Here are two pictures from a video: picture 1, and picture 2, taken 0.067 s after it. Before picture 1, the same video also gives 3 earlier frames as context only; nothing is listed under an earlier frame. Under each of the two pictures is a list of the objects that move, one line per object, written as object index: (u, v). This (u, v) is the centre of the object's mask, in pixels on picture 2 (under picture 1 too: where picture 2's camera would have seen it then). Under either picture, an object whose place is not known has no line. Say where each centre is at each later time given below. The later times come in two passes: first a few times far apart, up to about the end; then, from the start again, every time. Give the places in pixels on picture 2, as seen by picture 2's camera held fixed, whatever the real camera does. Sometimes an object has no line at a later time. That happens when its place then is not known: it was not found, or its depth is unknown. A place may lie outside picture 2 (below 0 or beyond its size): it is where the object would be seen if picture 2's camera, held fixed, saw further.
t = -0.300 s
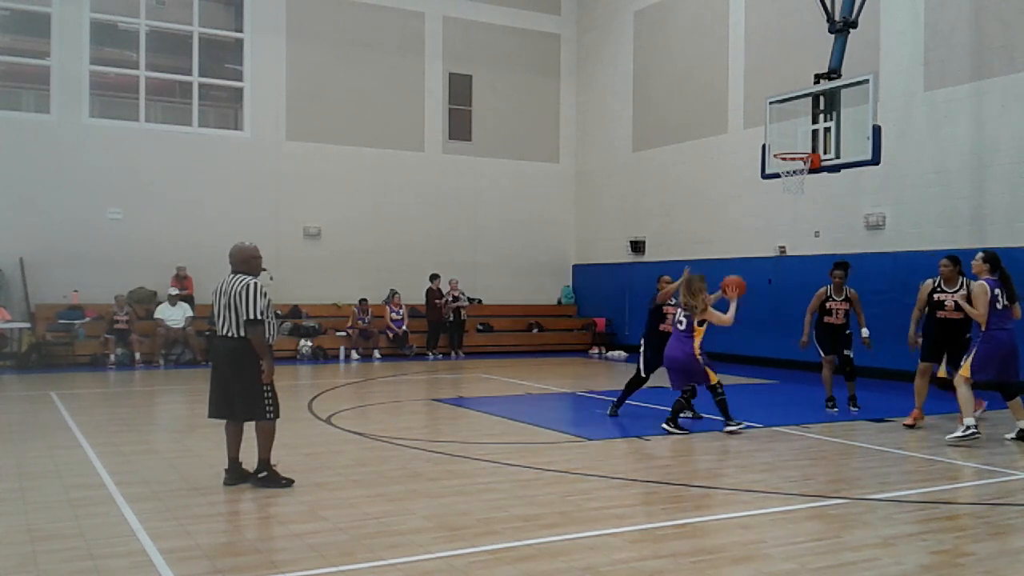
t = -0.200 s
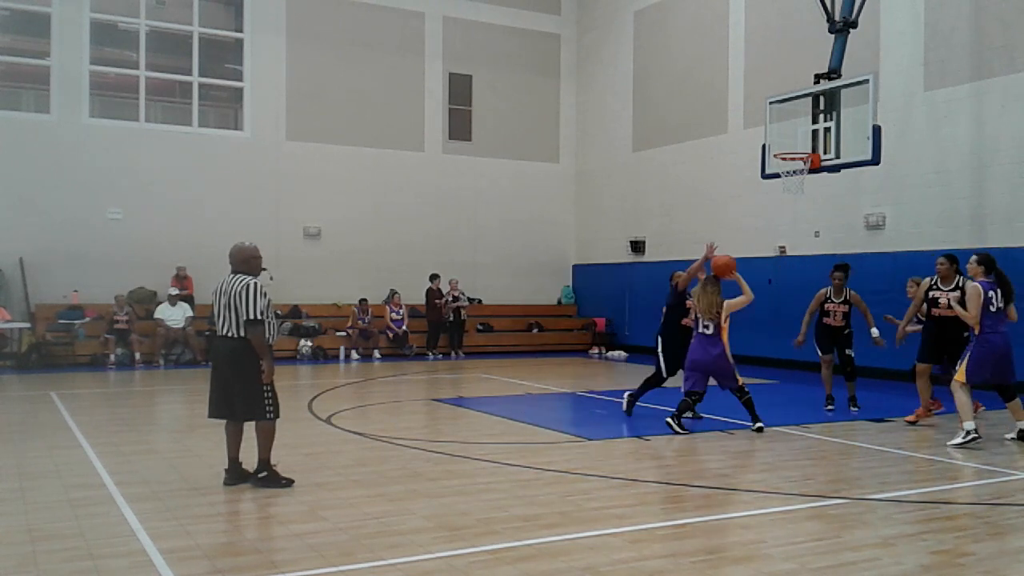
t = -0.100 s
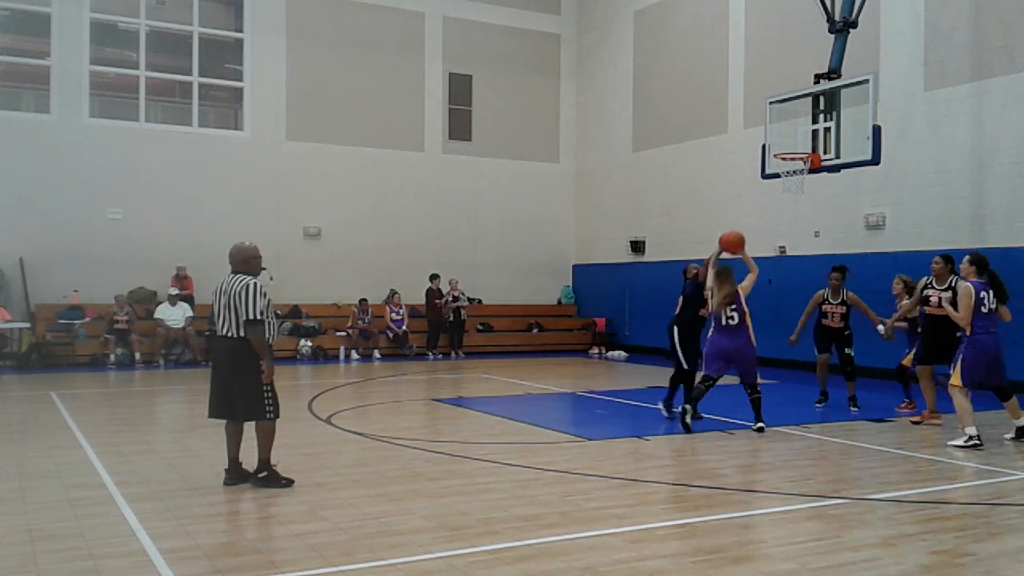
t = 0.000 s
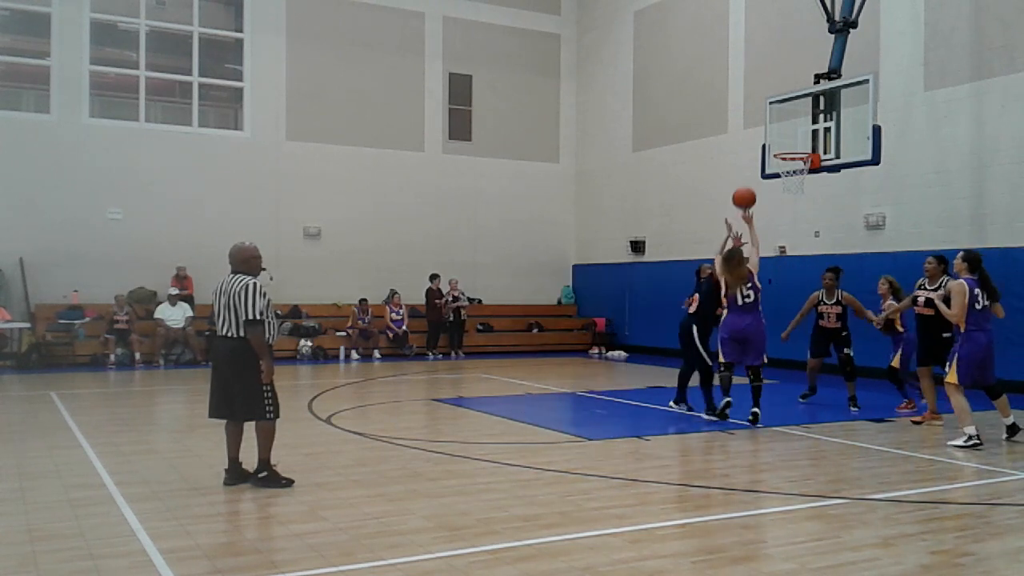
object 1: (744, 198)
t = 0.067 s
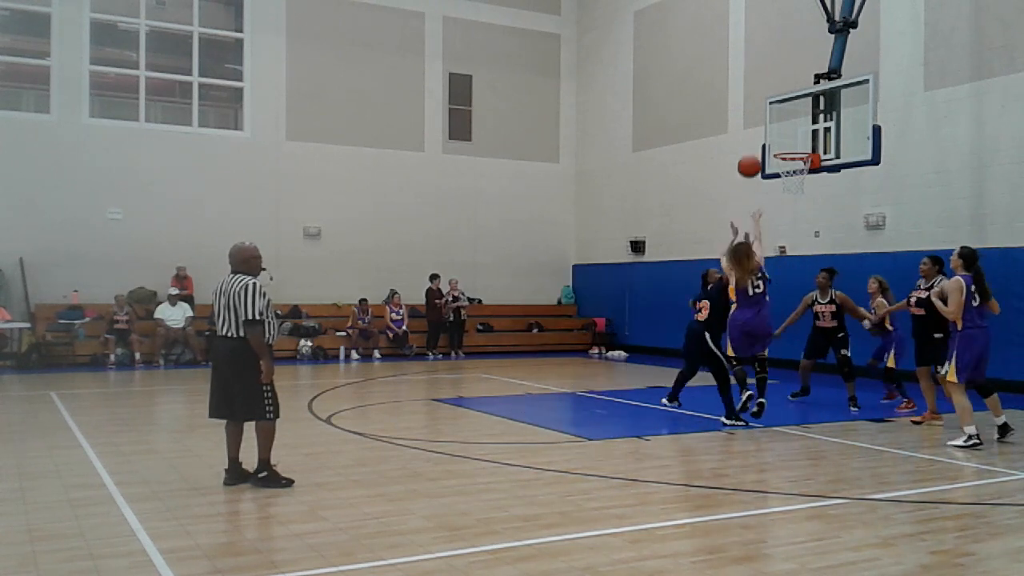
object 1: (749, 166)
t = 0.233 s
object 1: (761, 110)
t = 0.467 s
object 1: (775, 80)
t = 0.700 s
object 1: (787, 98)
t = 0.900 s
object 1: (795, 144)
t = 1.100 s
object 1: (799, 181)
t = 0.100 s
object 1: (752, 152)
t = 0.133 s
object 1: (754, 140)
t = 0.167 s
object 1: (756, 129)
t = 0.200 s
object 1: (758, 119)
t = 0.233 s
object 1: (761, 110)
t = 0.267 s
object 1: (763, 103)
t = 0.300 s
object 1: (765, 97)
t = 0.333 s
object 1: (767, 91)
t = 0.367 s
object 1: (769, 87)
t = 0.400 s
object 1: (771, 84)
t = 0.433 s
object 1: (773, 81)
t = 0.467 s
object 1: (775, 80)
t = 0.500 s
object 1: (777, 80)
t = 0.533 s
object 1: (779, 81)
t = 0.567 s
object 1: (781, 82)
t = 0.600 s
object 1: (782, 85)
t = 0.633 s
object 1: (784, 89)
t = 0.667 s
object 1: (785, 93)
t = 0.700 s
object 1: (787, 98)
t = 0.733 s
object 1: (789, 104)
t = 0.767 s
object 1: (790, 110)
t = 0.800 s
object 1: (791, 118)
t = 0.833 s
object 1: (792, 126)
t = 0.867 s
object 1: (794, 135)
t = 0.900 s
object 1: (795, 144)
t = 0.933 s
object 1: (797, 154)
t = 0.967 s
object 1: (797, 164)
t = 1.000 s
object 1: (799, 172)
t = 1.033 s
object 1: (799, 176)
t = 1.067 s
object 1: (799, 179)
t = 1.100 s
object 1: (799, 181)
